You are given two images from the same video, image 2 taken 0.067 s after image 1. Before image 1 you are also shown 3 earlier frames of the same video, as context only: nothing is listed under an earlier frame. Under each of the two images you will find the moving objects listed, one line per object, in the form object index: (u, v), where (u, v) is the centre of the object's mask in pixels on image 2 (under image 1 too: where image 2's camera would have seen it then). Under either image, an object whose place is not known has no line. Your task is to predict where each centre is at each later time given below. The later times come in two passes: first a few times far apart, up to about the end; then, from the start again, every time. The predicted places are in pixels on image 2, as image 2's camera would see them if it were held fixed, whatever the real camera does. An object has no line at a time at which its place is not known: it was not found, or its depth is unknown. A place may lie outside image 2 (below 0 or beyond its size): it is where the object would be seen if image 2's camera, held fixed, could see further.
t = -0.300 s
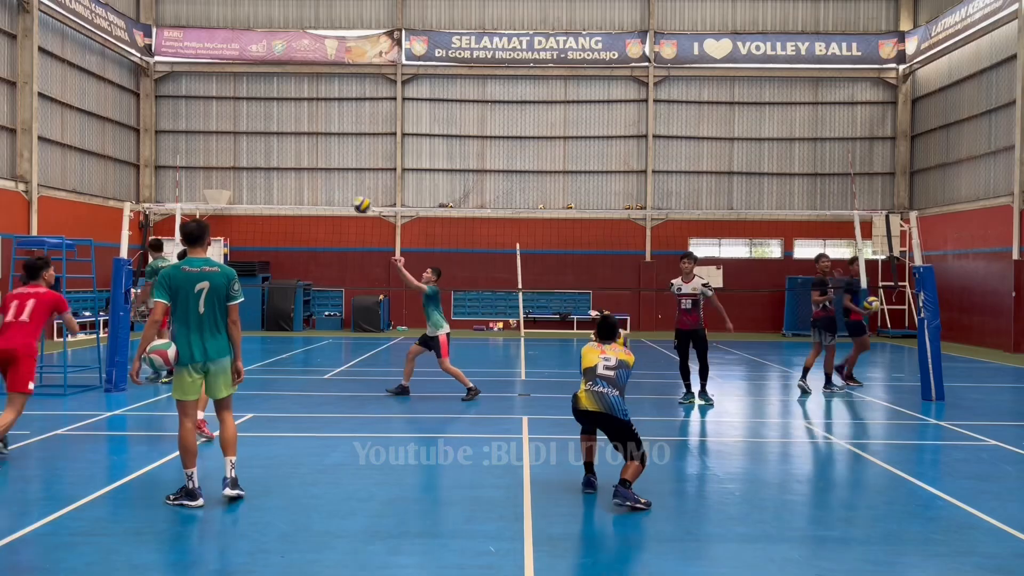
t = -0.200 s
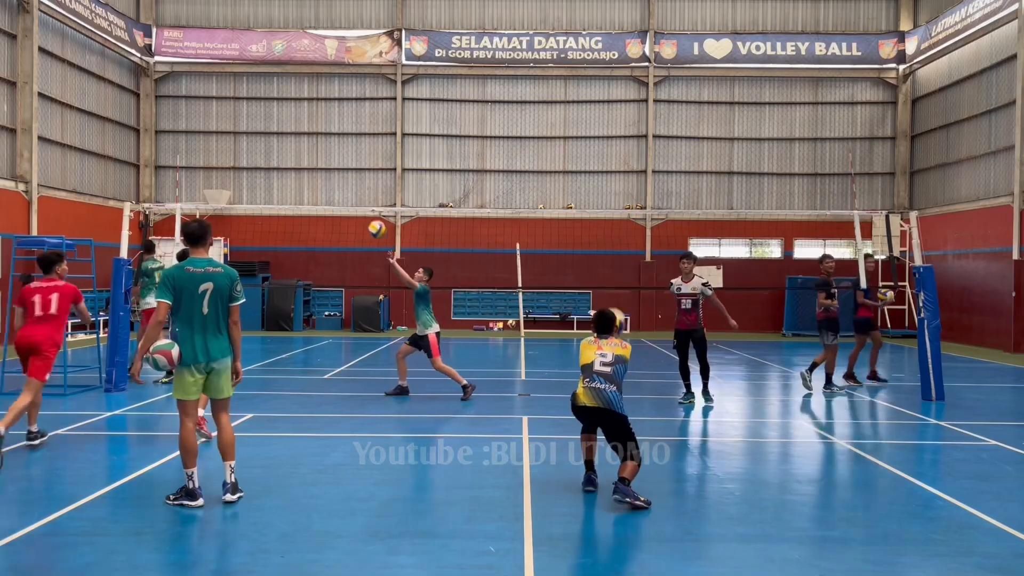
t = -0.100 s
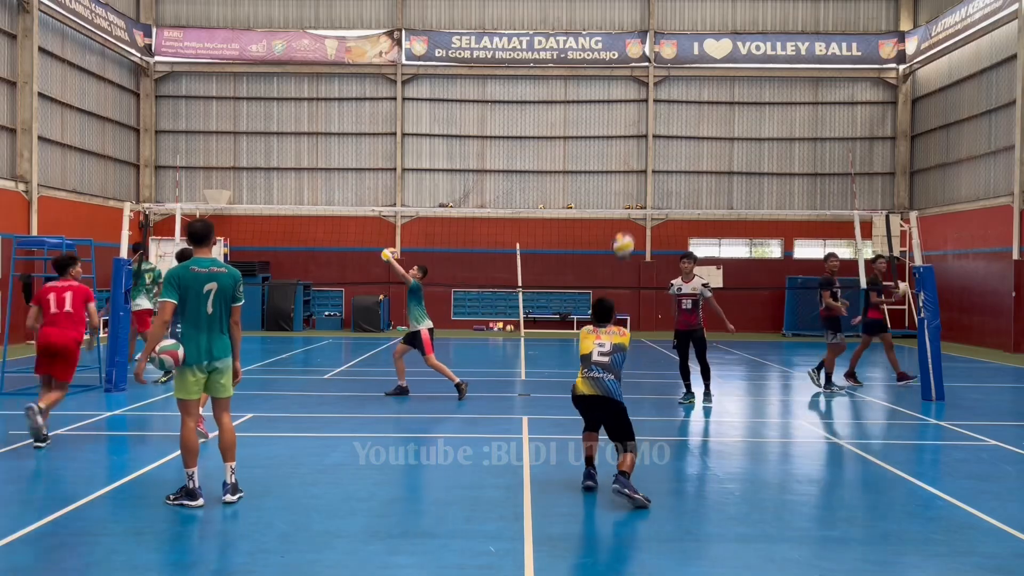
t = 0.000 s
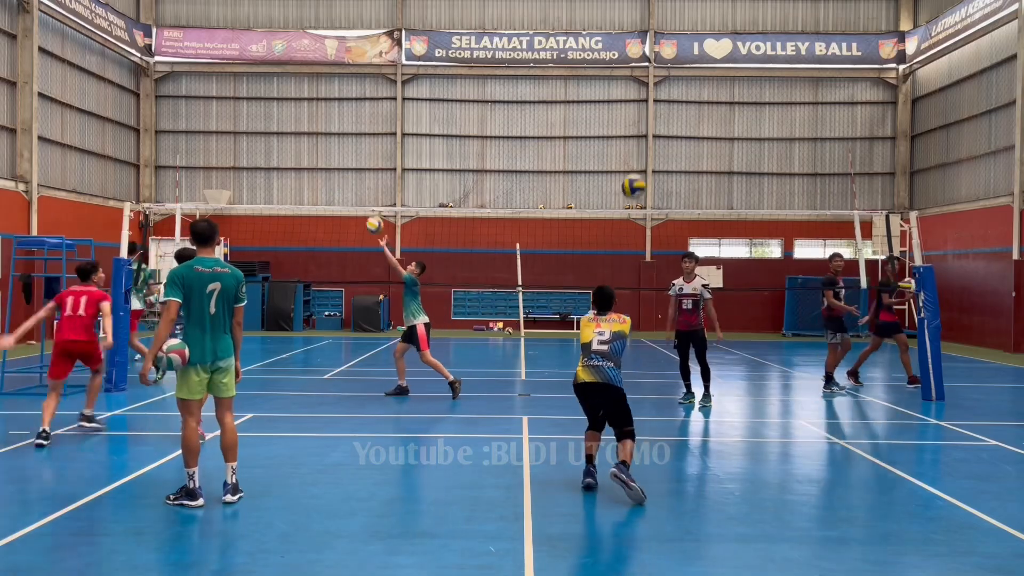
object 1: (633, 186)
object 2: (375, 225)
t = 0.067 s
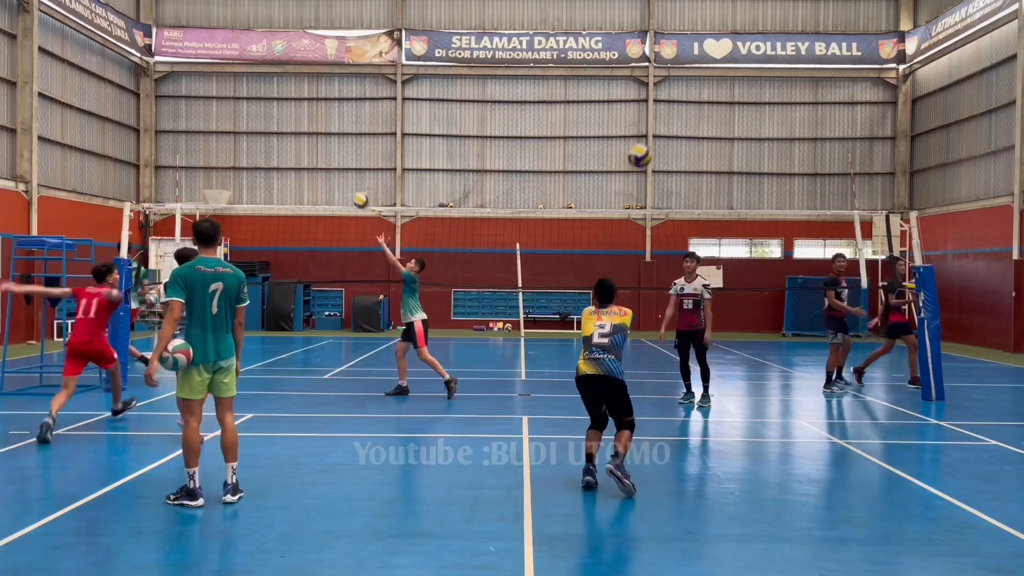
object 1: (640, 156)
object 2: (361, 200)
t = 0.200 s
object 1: (650, 113)
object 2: (335, 162)
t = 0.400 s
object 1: (662, 88)
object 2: (295, 131)
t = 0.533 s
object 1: (668, 93)
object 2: (269, 128)
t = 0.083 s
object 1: (641, 150)
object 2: (358, 195)
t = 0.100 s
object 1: (642, 143)
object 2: (354, 189)
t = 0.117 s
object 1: (643, 137)
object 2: (351, 184)
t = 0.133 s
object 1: (645, 132)
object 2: (348, 179)
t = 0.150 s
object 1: (646, 126)
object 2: (345, 175)
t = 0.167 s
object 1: (648, 122)
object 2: (341, 170)
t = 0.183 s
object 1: (649, 118)
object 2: (338, 165)
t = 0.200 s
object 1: (650, 113)
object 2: (335, 162)
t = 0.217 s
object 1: (651, 109)
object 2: (331, 158)
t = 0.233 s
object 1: (652, 105)
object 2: (328, 154)
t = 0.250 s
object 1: (654, 102)
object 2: (324, 151)
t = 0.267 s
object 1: (654, 100)
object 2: (321, 148)
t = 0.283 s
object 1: (655, 97)
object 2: (318, 145)
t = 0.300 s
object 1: (657, 95)
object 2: (314, 142)
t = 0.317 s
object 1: (658, 93)
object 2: (311, 140)
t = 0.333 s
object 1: (658, 91)
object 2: (307, 138)
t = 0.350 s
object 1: (659, 90)
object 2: (304, 136)
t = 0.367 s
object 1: (660, 89)
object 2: (301, 134)
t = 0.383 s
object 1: (661, 89)
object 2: (298, 133)
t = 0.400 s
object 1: (662, 88)
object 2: (295, 131)
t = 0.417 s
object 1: (663, 88)
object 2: (291, 130)
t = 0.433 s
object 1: (664, 88)
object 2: (289, 129)
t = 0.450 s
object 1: (664, 88)
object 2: (285, 128)
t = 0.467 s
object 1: (665, 88)
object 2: (282, 128)
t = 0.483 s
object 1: (666, 89)
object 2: (279, 128)
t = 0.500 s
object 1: (667, 91)
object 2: (275, 128)
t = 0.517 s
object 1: (667, 92)
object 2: (272, 128)
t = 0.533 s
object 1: (668, 93)
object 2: (269, 128)
